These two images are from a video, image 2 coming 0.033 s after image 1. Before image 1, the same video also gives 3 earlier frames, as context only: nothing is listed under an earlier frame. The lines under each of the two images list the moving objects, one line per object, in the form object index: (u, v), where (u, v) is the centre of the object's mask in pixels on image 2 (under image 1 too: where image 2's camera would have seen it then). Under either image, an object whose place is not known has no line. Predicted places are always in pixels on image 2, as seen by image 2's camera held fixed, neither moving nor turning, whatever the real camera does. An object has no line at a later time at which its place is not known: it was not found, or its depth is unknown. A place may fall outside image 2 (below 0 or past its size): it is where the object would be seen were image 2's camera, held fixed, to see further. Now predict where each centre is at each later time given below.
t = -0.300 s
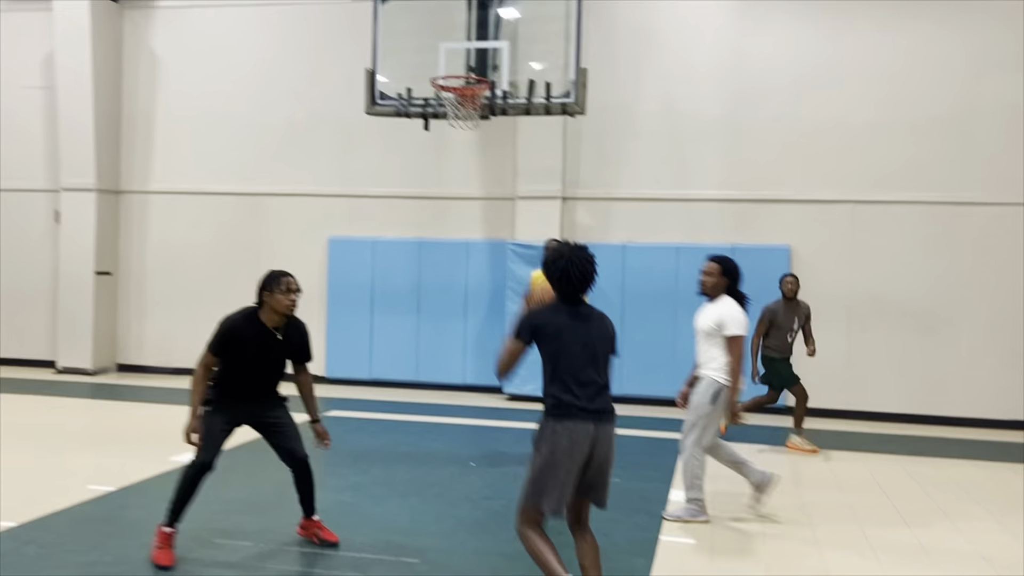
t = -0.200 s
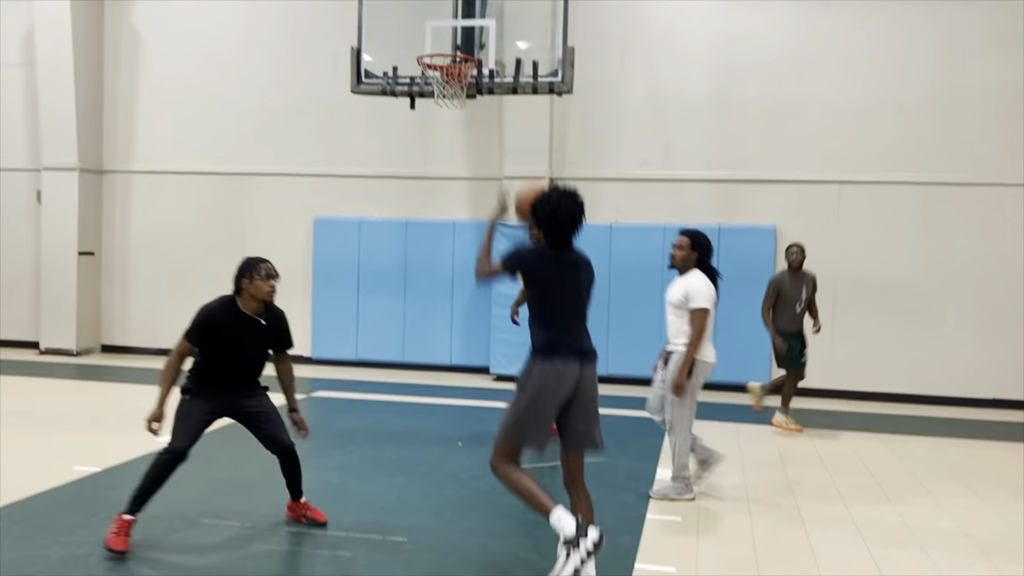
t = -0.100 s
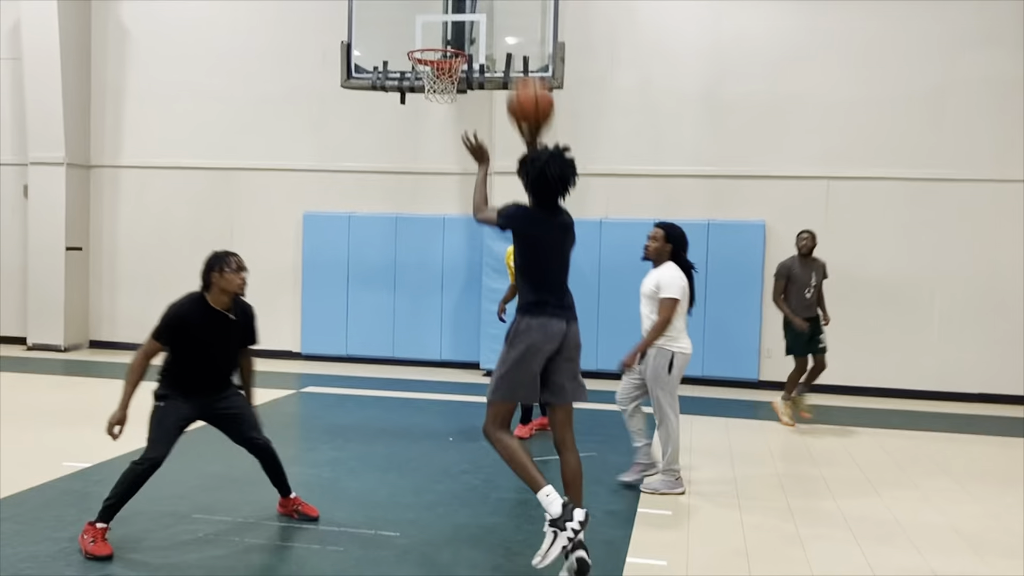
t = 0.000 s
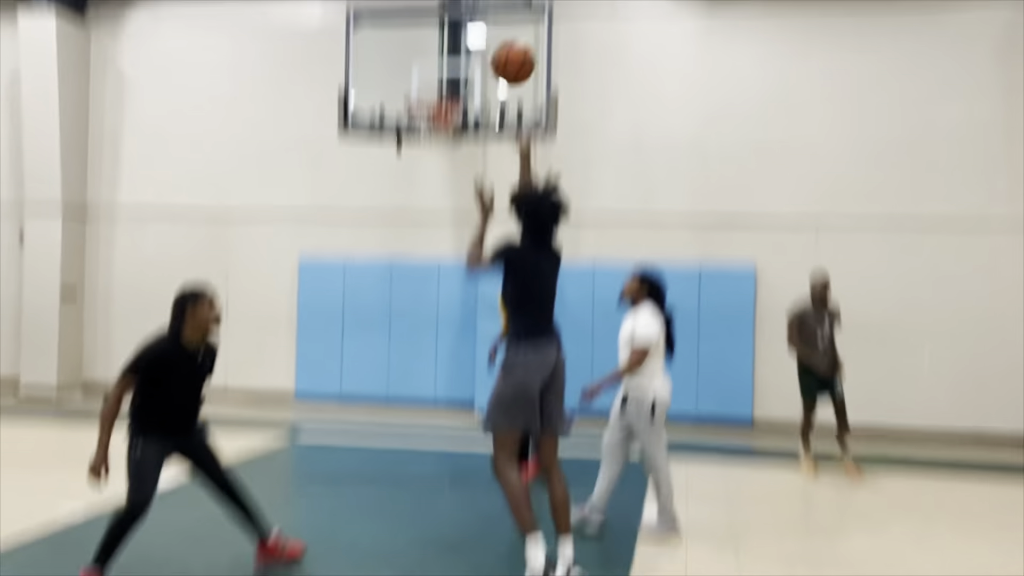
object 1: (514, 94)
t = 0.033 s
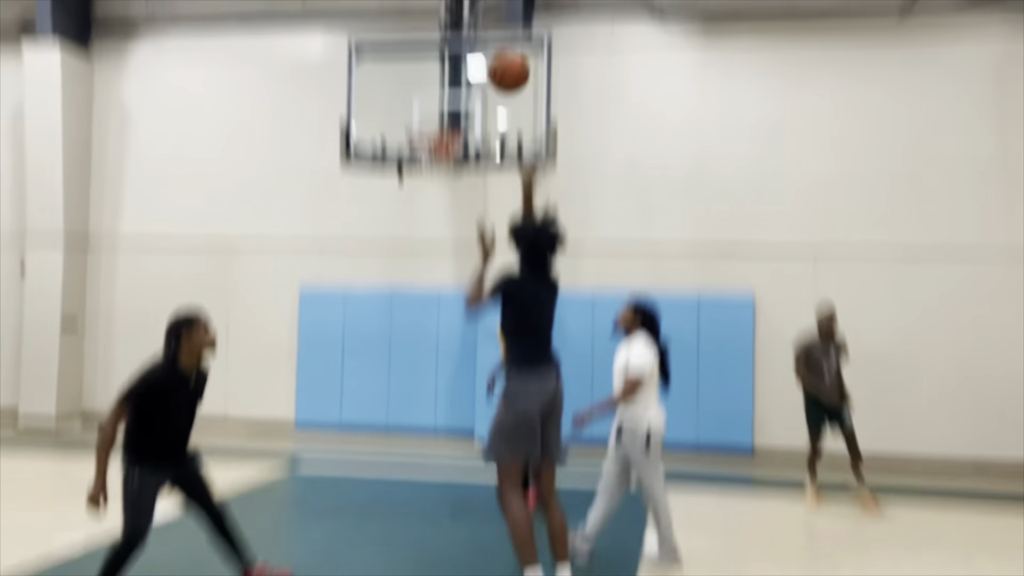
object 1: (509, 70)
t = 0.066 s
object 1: (506, 50)
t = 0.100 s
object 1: (501, 30)
